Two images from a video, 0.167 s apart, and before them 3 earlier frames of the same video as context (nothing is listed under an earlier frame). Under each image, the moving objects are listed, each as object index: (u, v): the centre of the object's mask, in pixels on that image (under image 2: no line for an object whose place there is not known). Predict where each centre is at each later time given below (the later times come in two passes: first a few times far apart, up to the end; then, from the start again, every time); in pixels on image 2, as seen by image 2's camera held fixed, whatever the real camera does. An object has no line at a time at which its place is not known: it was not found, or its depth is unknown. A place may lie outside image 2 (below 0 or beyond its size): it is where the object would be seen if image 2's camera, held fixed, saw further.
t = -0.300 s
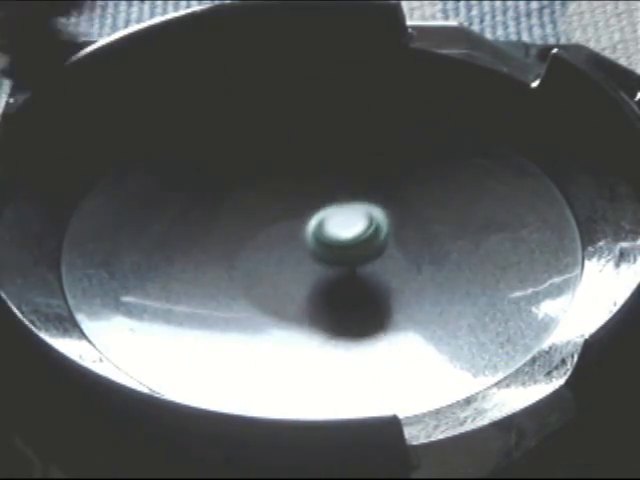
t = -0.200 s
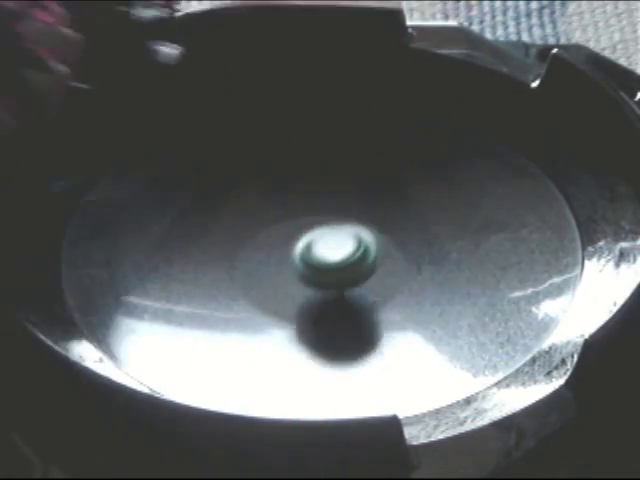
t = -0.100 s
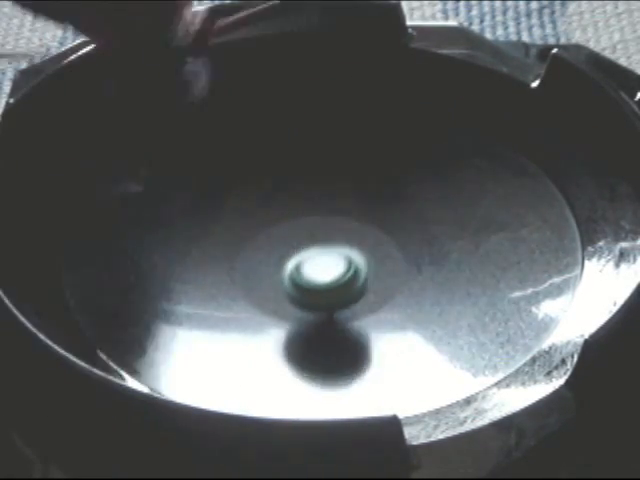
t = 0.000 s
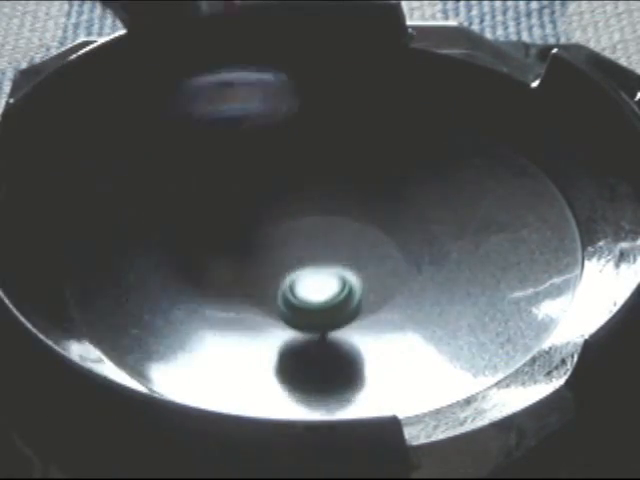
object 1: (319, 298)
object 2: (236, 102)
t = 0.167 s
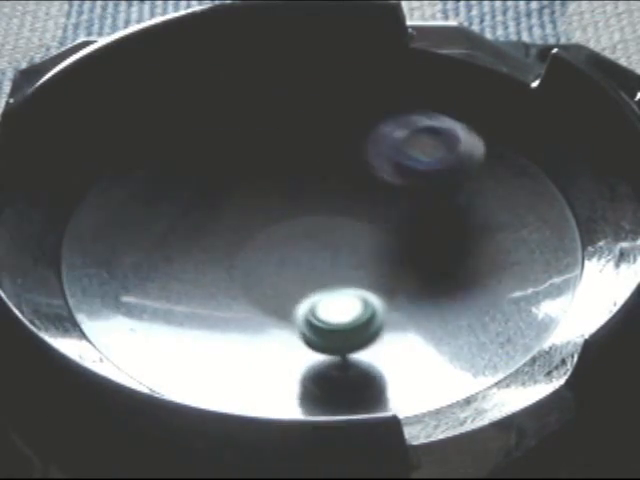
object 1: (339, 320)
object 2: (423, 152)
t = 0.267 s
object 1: (361, 325)
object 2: (477, 175)
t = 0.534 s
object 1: (404, 305)
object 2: (473, 156)
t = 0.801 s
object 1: (364, 270)
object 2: (315, 196)
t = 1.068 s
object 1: (358, 290)
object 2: (203, 286)
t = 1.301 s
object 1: (339, 262)
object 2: (294, 353)
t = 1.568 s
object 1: (271, 232)
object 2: (518, 257)
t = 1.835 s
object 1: (215, 221)
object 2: (324, 115)
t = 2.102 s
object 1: (205, 238)
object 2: (63, 199)
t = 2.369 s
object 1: (248, 248)
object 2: (269, 365)
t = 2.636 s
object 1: (286, 214)
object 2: (508, 218)
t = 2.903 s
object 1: (317, 182)
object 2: (328, 77)
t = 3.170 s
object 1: (309, 169)
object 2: (98, 159)
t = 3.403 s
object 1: (307, 184)
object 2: (216, 324)
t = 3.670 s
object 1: (350, 205)
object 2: (508, 256)
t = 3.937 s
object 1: (398, 225)
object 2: (463, 96)
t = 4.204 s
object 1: (414, 224)
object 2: (274, 118)
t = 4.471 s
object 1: (397, 227)
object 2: (258, 201)
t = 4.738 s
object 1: (376, 259)
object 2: (303, 183)
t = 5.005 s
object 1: (351, 288)
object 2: (434, 133)
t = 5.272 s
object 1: (352, 297)
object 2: (548, 240)
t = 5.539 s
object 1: (334, 285)
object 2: (326, 364)
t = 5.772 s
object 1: (297, 276)
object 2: (166, 255)
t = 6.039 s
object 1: (260, 261)
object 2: (262, 188)
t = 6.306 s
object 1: (230, 243)
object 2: (297, 191)
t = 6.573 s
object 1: (233, 243)
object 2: (243, 166)
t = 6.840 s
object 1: (263, 233)
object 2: (211, 163)
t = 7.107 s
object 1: (333, 246)
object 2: (240, 174)
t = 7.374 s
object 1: (404, 251)
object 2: (321, 177)
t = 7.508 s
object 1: (429, 244)
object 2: (355, 166)
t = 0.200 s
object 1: (346, 322)
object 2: (447, 163)
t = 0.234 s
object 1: (354, 324)
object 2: (464, 170)
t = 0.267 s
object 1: (361, 325)
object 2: (477, 175)
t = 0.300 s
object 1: (369, 325)
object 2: (487, 178)
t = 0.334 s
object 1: (376, 325)
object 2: (493, 179)
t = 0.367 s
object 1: (383, 323)
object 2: (496, 179)
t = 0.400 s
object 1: (389, 321)
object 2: (496, 177)
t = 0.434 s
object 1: (394, 318)
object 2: (494, 173)
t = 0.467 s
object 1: (399, 314)
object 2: (489, 168)
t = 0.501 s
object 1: (402, 310)
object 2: (482, 163)
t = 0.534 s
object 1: (404, 305)
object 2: (473, 156)
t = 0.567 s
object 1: (404, 300)
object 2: (462, 151)
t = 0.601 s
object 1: (403, 295)
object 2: (449, 145)
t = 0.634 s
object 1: (399, 291)
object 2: (429, 144)
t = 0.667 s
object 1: (395, 285)
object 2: (407, 147)
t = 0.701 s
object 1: (388, 280)
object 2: (383, 155)
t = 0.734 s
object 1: (382, 275)
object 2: (358, 165)
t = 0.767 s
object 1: (373, 272)
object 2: (334, 182)
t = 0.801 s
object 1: (364, 270)
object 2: (315, 196)
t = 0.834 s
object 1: (355, 271)
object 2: (296, 211)
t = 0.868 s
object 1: (352, 281)
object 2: (275, 223)
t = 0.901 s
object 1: (347, 289)
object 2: (258, 233)
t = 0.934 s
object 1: (342, 294)
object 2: (244, 244)
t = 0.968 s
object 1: (336, 295)
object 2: (235, 256)
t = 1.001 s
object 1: (333, 293)
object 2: (230, 268)
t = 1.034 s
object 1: (344, 291)
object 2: (215, 278)
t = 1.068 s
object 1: (358, 290)
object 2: (203, 286)
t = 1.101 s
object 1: (366, 288)
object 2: (196, 295)
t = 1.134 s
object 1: (370, 284)
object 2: (196, 305)
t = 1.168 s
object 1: (369, 280)
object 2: (203, 317)
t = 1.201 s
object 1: (364, 275)
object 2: (214, 328)
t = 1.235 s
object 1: (356, 271)
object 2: (233, 337)
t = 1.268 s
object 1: (348, 266)
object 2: (258, 347)
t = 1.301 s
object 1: (339, 262)
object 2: (294, 353)
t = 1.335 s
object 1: (330, 258)
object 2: (325, 355)
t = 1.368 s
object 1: (321, 254)
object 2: (360, 353)
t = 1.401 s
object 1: (313, 250)
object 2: (403, 349)
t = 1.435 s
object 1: (305, 247)
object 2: (441, 337)
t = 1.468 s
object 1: (296, 243)
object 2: (471, 323)
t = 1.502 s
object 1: (288, 239)
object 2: (496, 302)
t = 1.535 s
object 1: (280, 236)
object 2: (510, 279)
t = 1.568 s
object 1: (271, 232)
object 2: (518, 257)
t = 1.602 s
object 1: (263, 229)
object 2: (519, 231)
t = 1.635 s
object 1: (256, 226)
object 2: (508, 206)
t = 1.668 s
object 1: (248, 223)
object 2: (488, 181)
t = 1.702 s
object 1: (240, 220)
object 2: (465, 159)
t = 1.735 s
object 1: (234, 220)
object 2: (435, 143)
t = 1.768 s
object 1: (228, 220)
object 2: (400, 131)
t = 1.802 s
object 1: (222, 221)
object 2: (365, 120)
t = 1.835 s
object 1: (215, 221)
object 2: (324, 115)
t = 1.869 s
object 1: (212, 223)
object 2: (284, 113)
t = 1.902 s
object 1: (207, 224)
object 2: (241, 115)
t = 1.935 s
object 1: (202, 225)
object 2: (204, 121)
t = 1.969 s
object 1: (201, 229)
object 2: (167, 130)
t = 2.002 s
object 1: (201, 231)
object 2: (133, 143)
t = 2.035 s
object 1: (202, 233)
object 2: (103, 158)
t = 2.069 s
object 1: (203, 235)
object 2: (79, 174)
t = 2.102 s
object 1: (205, 238)
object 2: (63, 199)
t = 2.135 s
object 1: (209, 240)
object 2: (64, 226)
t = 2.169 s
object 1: (213, 243)
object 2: (73, 252)
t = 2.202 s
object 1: (216, 245)
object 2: (84, 279)
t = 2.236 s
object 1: (222, 247)
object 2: (104, 305)
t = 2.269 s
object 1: (228, 249)
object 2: (141, 328)
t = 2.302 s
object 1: (234, 250)
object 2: (180, 345)
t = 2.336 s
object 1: (241, 249)
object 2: (224, 359)
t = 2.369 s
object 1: (248, 248)
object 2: (269, 365)
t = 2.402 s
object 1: (251, 244)
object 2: (319, 367)
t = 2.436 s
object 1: (256, 239)
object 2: (368, 356)
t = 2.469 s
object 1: (262, 235)
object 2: (414, 338)
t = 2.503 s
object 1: (267, 231)
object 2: (451, 320)
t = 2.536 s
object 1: (272, 227)
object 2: (476, 299)
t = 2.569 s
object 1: (277, 223)
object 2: (496, 269)
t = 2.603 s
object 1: (281, 219)
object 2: (508, 245)
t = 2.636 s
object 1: (286, 214)
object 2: (508, 218)
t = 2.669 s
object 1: (290, 210)
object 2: (502, 192)
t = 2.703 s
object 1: (294, 205)
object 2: (490, 167)
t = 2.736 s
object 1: (300, 202)
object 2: (474, 145)
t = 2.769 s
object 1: (304, 197)
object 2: (452, 127)
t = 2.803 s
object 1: (310, 193)
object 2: (426, 109)
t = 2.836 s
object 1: (314, 190)
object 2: (398, 96)
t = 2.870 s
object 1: (316, 188)
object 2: (363, 85)
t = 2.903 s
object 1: (317, 182)
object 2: (328, 77)
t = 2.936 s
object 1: (319, 179)
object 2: (295, 69)
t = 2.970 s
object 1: (320, 178)
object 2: (259, 72)
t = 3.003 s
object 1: (318, 175)
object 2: (225, 71)
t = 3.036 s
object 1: (317, 171)
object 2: (193, 86)
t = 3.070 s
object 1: (316, 170)
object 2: (165, 97)
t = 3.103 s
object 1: (313, 168)
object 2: (136, 121)
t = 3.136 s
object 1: (311, 169)
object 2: (113, 138)
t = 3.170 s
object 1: (309, 169)
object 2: (98, 159)
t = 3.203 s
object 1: (307, 168)
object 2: (90, 183)
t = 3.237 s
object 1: (306, 170)
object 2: (89, 208)
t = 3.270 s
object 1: (306, 171)
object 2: (98, 238)
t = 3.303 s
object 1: (306, 173)
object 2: (115, 264)
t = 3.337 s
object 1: (305, 176)
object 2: (140, 286)
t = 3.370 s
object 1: (306, 179)
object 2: (175, 307)
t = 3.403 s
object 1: (307, 184)
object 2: (216, 324)
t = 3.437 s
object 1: (310, 188)
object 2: (262, 331)
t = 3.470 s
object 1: (314, 190)
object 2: (305, 334)
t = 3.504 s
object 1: (319, 193)
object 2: (345, 332)
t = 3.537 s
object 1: (326, 196)
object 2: (386, 326)
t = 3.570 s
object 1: (332, 198)
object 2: (425, 314)
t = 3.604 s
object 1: (338, 200)
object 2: (462, 298)
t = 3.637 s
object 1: (344, 202)
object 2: (488, 278)
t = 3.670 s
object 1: (350, 205)
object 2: (508, 256)
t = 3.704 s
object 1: (356, 207)
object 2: (521, 234)
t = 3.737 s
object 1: (362, 210)
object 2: (526, 208)
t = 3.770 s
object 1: (368, 212)
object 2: (529, 188)
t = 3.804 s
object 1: (375, 214)
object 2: (527, 167)
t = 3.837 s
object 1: (380, 218)
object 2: (518, 144)
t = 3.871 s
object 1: (386, 221)
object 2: (504, 126)
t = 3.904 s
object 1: (391, 222)
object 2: (485, 112)
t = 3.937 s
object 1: (398, 225)
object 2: (463, 96)
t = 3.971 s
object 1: (403, 227)
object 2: (439, 86)
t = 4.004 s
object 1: (407, 227)
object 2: (413, 78)
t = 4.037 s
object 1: (407, 227)
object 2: (387, 76)
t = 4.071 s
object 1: (409, 226)
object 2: (358, 76)
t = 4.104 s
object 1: (411, 225)
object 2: (331, 89)
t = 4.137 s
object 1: (413, 225)
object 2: (309, 97)
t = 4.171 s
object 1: (414, 224)
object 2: (291, 106)
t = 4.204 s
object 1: (414, 224)
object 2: (274, 118)
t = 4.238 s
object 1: (414, 223)
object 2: (261, 130)
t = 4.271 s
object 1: (412, 223)
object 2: (251, 143)
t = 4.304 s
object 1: (410, 222)
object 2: (246, 154)
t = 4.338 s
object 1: (409, 222)
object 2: (245, 164)
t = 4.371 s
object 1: (407, 223)
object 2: (245, 173)
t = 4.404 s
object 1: (404, 224)
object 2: (247, 185)
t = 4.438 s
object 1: (400, 225)
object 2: (252, 193)
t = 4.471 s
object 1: (397, 227)
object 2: (258, 201)
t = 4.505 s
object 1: (395, 231)
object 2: (265, 206)
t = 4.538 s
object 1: (393, 235)
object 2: (272, 209)
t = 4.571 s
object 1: (390, 239)
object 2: (277, 210)
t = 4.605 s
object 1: (387, 243)
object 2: (282, 209)
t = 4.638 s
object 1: (386, 247)
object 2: (288, 205)
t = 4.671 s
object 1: (383, 251)
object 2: (293, 200)
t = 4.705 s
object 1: (380, 255)
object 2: (298, 192)
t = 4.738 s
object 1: (376, 259)
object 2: (303, 183)
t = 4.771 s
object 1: (373, 263)
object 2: (310, 173)
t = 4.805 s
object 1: (370, 267)
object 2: (320, 165)
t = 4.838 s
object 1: (367, 270)
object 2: (333, 158)
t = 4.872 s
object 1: (364, 274)
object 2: (349, 151)
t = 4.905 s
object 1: (362, 277)
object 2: (368, 145)
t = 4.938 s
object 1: (359, 281)
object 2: (388, 140)
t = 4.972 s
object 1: (354, 285)
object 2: (409, 136)
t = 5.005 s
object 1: (351, 288)
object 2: (434, 133)
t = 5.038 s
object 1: (349, 291)
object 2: (456, 135)
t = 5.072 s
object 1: (348, 293)
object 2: (476, 140)
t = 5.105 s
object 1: (348, 294)
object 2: (496, 149)
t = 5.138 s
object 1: (348, 295)
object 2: (514, 163)
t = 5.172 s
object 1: (349, 296)
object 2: (532, 182)
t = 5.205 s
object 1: (350, 297)
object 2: (543, 200)
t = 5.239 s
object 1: (351, 297)
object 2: (550, 222)
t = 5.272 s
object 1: (352, 297)
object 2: (548, 240)
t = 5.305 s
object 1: (353, 296)
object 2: (542, 263)
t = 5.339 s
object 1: (353, 295)
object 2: (530, 291)
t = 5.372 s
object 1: (352, 293)
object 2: (509, 314)
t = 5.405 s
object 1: (351, 291)
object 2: (480, 333)
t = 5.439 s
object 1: (349, 289)
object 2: (445, 350)
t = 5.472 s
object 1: (345, 287)
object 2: (383, 360)
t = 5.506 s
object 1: (340, 286)
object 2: (355, 364)
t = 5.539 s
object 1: (334, 285)
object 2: (326, 364)
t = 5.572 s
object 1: (328, 284)
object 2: (298, 359)
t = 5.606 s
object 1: (322, 284)
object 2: (237, 347)
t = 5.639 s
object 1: (317, 283)
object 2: (209, 333)
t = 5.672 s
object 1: (312, 281)
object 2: (184, 310)
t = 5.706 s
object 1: (307, 280)
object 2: (173, 292)
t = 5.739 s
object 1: (302, 278)
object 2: (167, 274)
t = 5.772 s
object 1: (297, 276)
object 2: (166, 255)
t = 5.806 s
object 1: (292, 274)
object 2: (171, 238)
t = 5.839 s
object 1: (287, 272)
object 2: (181, 224)
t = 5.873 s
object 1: (283, 270)
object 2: (195, 212)
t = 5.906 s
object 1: (278, 268)
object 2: (208, 205)
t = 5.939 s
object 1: (274, 266)
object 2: (223, 196)
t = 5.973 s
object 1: (268, 264)
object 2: (237, 193)
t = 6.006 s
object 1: (263, 262)
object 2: (251, 189)
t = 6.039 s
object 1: (260, 261)
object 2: (262, 188)
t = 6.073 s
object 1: (256, 256)
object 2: (272, 188)
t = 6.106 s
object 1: (252, 255)
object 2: (280, 189)
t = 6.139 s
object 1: (248, 253)
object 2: (285, 190)
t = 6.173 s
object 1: (240, 251)
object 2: (291, 192)
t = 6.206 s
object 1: (236, 249)
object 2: (295, 193)
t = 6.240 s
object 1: (233, 246)
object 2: (298, 192)
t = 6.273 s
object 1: (232, 245)
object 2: (299, 192)
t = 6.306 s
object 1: (230, 243)
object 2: (297, 191)
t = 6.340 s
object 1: (229, 244)
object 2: (293, 188)
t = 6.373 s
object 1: (226, 244)
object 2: (291, 183)
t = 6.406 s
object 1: (226, 243)
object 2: (287, 178)
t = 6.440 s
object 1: (226, 243)
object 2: (281, 173)
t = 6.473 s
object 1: (226, 242)
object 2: (272, 171)
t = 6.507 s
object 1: (229, 242)
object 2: (261, 169)
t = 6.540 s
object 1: (231, 242)
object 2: (250, 168)
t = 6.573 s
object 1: (233, 243)
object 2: (243, 166)
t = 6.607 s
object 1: (234, 242)
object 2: (237, 162)
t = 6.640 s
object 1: (237, 240)
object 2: (230, 160)
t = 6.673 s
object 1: (240, 238)
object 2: (223, 162)
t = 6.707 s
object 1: (244, 239)
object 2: (218, 161)
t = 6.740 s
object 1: (249, 239)
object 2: (214, 160)
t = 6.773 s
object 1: (253, 237)
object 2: (212, 160)
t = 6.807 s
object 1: (258, 236)
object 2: (211, 161)
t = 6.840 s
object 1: (263, 233)
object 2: (211, 163)
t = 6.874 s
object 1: (271, 236)
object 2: (210, 163)
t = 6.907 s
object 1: (282, 242)
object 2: (210, 160)
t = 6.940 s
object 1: (292, 246)
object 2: (211, 159)
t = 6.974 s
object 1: (301, 247)
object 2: (212, 160)
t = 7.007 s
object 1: (310, 247)
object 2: (217, 162)
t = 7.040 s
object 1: (317, 246)
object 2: (223, 166)
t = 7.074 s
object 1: (325, 246)
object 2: (231, 168)
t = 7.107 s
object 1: (333, 246)
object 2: (240, 174)
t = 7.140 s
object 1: (341, 245)
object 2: (249, 179)
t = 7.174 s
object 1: (349, 245)
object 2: (260, 181)
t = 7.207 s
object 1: (356, 244)
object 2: (272, 186)
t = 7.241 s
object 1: (363, 243)
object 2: (282, 188)
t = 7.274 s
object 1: (371, 243)
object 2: (293, 189)
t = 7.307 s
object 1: (383, 247)
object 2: (301, 186)
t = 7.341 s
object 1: (395, 249)
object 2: (311, 181)
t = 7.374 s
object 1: (404, 251)
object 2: (321, 177)
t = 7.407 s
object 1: (410, 250)
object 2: (332, 173)
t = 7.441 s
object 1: (417, 247)
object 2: (341, 171)
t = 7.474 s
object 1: (423, 246)
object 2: (349, 169)
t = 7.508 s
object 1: (429, 244)
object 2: (355, 166)
